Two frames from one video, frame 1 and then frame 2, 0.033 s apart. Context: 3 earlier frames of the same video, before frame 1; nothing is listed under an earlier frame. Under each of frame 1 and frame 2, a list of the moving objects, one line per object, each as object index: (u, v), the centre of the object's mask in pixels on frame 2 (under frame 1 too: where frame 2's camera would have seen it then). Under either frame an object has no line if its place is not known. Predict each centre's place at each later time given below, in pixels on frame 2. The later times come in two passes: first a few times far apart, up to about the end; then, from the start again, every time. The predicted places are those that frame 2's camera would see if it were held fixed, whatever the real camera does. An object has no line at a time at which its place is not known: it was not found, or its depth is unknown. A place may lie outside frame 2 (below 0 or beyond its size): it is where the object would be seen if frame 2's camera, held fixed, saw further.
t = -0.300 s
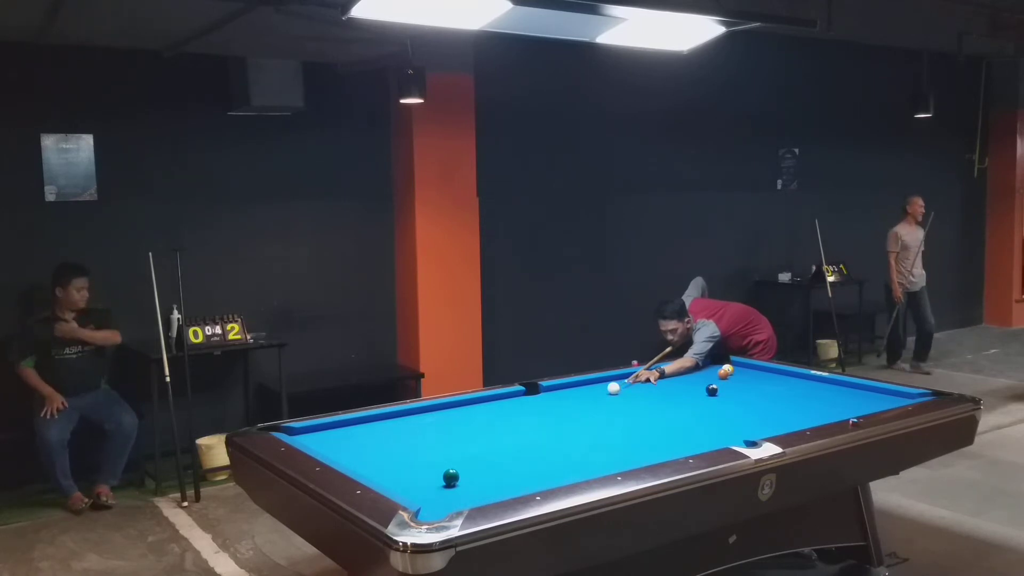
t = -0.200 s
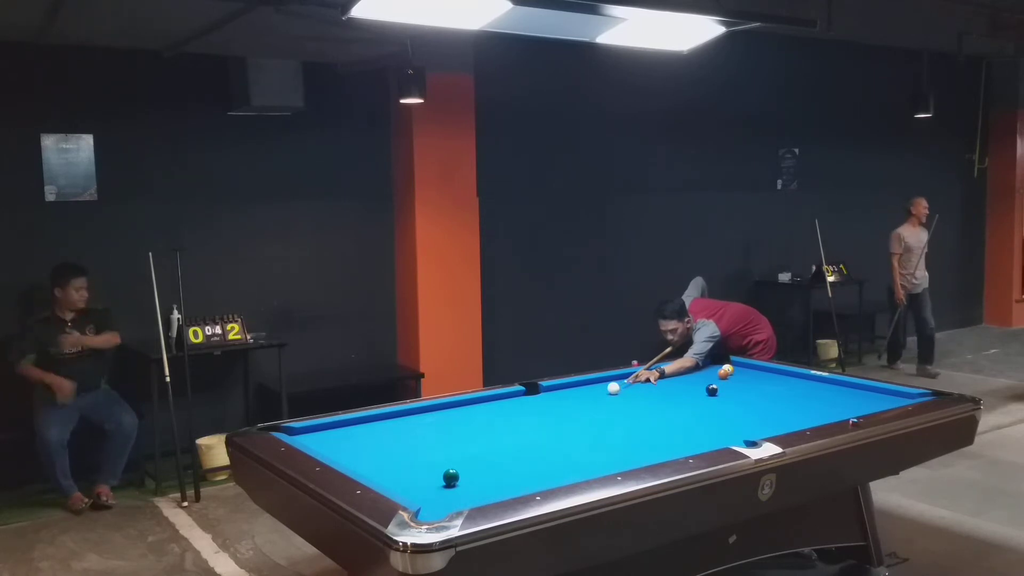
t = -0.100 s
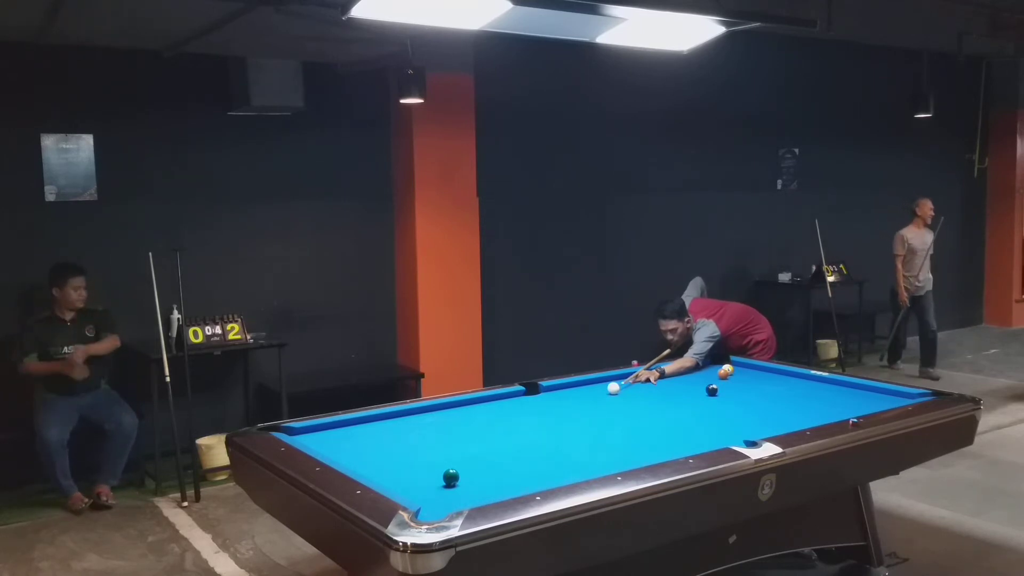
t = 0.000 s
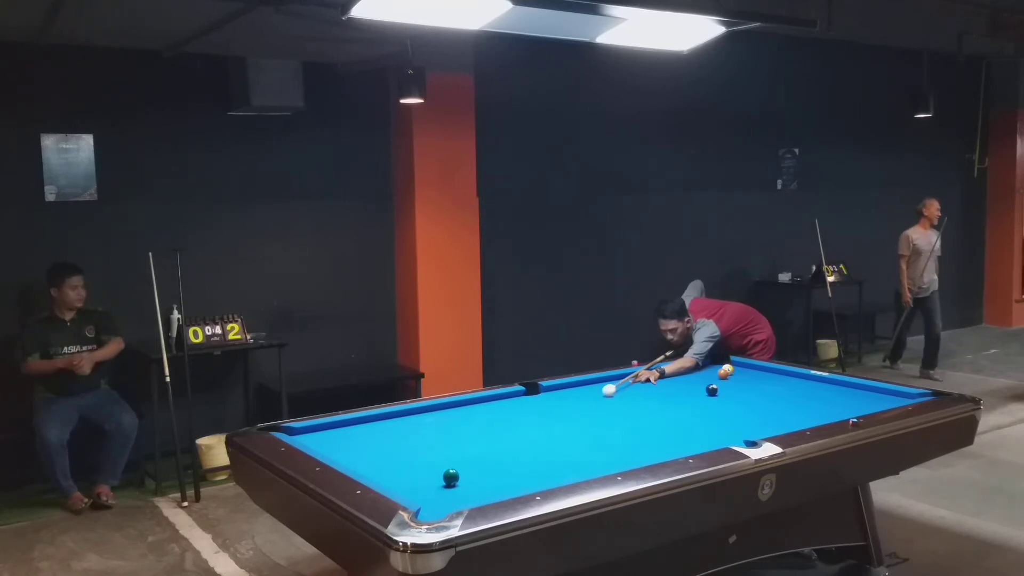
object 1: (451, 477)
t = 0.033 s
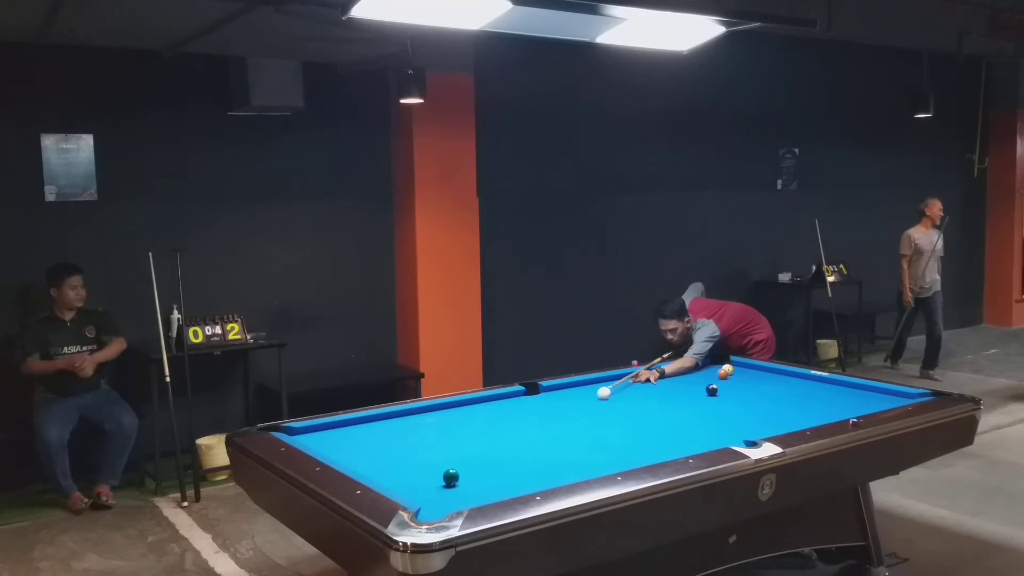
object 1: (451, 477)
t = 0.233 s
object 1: (451, 477)
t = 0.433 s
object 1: (451, 477)
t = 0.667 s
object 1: (451, 477)
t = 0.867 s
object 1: (451, 477)
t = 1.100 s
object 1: (448, 496)
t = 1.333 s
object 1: (442, 513)
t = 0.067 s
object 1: (451, 477)
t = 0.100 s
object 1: (451, 477)
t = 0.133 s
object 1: (451, 477)
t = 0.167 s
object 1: (451, 477)
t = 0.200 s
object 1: (451, 477)
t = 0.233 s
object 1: (451, 477)
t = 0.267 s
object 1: (451, 477)
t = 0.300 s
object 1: (451, 477)
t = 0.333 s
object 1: (451, 477)
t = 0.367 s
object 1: (451, 477)
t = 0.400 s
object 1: (451, 477)
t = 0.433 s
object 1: (451, 477)
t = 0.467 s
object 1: (451, 477)
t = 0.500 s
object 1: (451, 477)
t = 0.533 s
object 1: (451, 477)
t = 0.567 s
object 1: (451, 477)
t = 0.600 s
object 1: (451, 477)
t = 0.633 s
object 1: (451, 477)
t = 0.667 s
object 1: (451, 477)
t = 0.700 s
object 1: (451, 477)
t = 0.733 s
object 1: (451, 477)
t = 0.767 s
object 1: (451, 477)
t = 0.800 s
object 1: (451, 477)
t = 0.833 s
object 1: (451, 477)
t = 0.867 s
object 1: (451, 477)
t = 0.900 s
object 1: (451, 477)
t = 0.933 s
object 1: (451, 480)
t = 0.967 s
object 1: (450, 484)
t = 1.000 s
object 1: (449, 487)
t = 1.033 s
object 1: (449, 490)
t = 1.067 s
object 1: (448, 493)
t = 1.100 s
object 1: (448, 496)
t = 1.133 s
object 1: (447, 499)
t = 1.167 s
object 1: (447, 502)
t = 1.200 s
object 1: (446, 504)
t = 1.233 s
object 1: (445, 506)
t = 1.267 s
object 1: (444, 508)
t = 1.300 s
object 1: (443, 510)
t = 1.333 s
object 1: (442, 513)
